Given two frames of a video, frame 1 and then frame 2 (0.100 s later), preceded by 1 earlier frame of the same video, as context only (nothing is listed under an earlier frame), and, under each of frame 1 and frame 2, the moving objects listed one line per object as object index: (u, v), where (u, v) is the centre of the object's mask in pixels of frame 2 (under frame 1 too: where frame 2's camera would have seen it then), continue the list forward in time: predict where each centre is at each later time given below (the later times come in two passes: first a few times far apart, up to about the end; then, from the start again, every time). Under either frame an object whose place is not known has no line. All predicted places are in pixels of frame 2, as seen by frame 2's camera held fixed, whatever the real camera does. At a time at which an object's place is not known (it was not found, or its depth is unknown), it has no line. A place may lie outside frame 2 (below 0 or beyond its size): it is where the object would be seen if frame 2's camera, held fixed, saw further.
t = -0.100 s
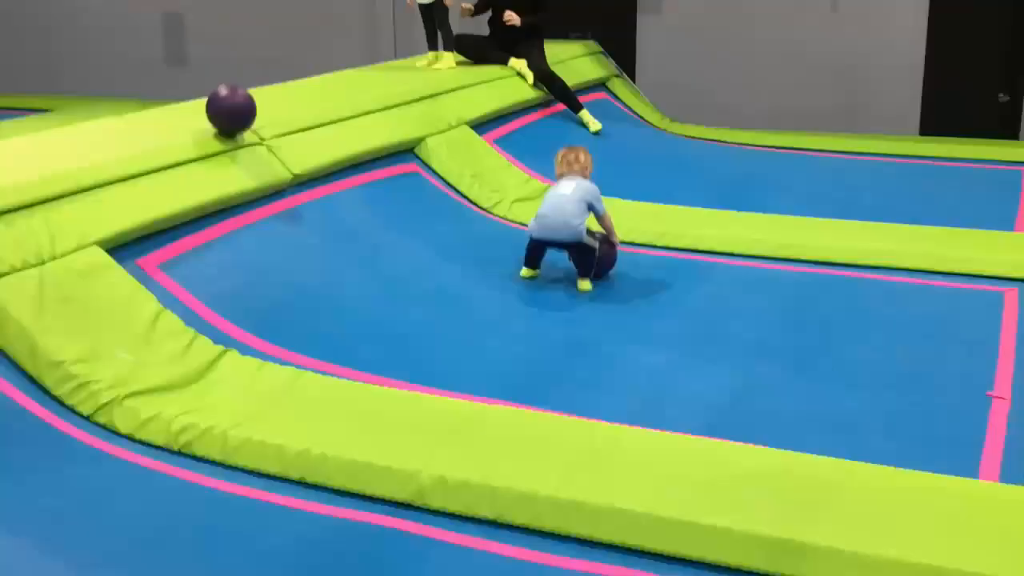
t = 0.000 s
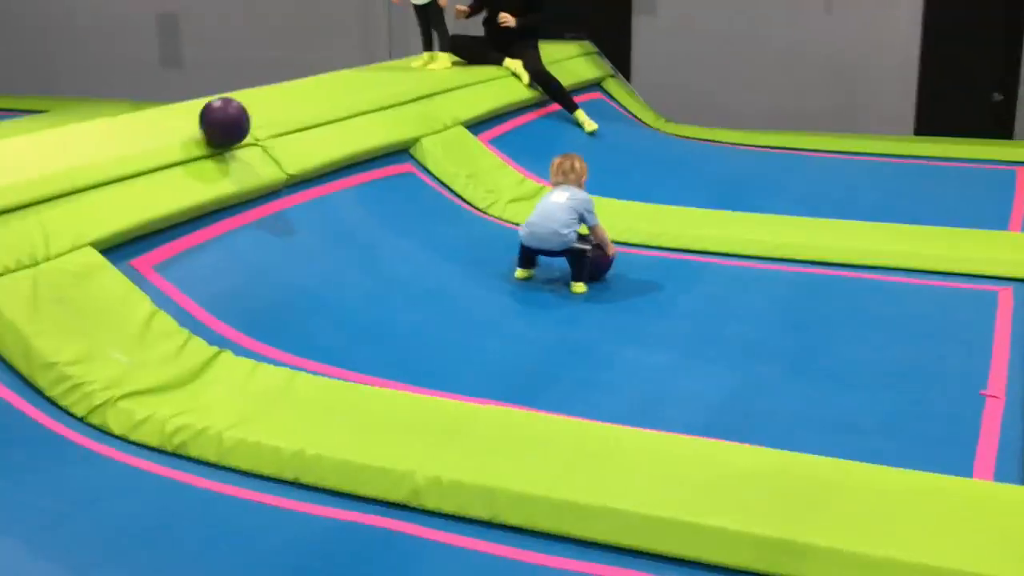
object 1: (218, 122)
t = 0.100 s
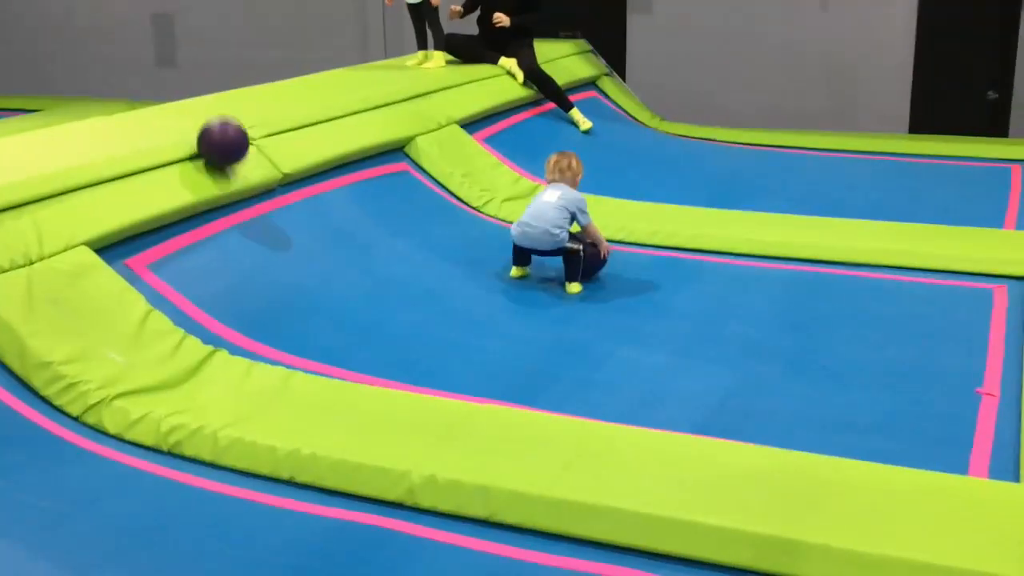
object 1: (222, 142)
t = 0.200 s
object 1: (236, 168)
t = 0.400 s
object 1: (282, 243)
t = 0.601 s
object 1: (360, 315)
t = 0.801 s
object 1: (449, 366)
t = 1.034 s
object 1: (571, 371)
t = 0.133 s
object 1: (225, 152)
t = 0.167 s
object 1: (229, 159)
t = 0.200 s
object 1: (236, 168)
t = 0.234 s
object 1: (242, 179)
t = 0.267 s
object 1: (249, 194)
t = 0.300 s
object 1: (254, 212)
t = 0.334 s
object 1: (261, 236)
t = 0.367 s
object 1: (271, 239)
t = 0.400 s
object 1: (282, 243)
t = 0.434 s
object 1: (294, 250)
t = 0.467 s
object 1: (306, 260)
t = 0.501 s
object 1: (318, 273)
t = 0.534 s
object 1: (330, 289)
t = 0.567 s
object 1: (347, 311)
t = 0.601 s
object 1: (360, 315)
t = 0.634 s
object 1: (373, 317)
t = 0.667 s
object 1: (387, 324)
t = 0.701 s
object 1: (401, 333)
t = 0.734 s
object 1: (416, 347)
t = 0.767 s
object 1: (433, 362)
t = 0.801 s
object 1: (449, 366)
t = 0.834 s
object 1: (465, 369)
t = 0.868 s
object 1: (482, 374)
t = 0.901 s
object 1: (501, 373)
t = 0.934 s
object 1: (517, 369)
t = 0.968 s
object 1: (535, 366)
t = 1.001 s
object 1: (553, 367)
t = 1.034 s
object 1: (571, 371)
